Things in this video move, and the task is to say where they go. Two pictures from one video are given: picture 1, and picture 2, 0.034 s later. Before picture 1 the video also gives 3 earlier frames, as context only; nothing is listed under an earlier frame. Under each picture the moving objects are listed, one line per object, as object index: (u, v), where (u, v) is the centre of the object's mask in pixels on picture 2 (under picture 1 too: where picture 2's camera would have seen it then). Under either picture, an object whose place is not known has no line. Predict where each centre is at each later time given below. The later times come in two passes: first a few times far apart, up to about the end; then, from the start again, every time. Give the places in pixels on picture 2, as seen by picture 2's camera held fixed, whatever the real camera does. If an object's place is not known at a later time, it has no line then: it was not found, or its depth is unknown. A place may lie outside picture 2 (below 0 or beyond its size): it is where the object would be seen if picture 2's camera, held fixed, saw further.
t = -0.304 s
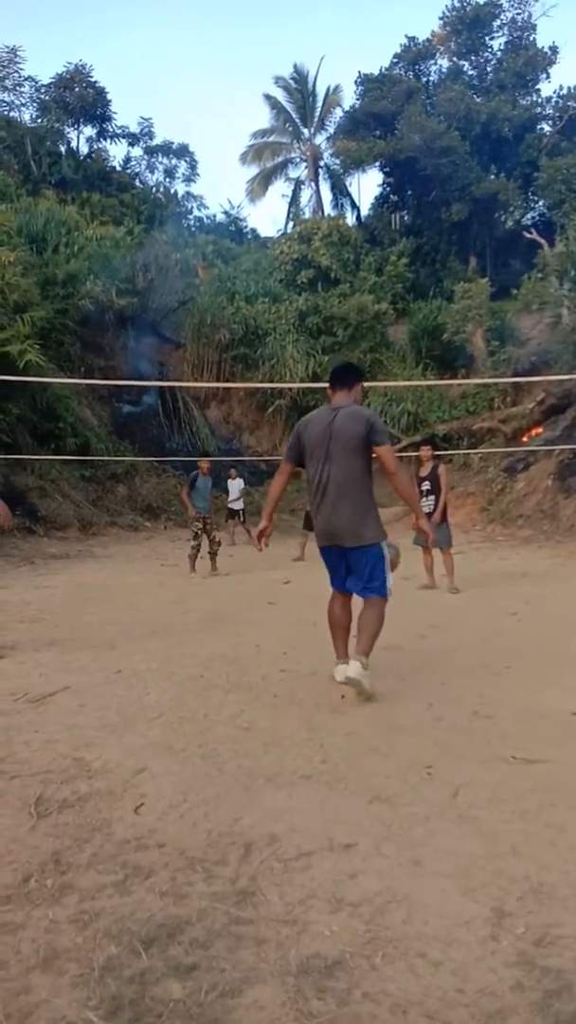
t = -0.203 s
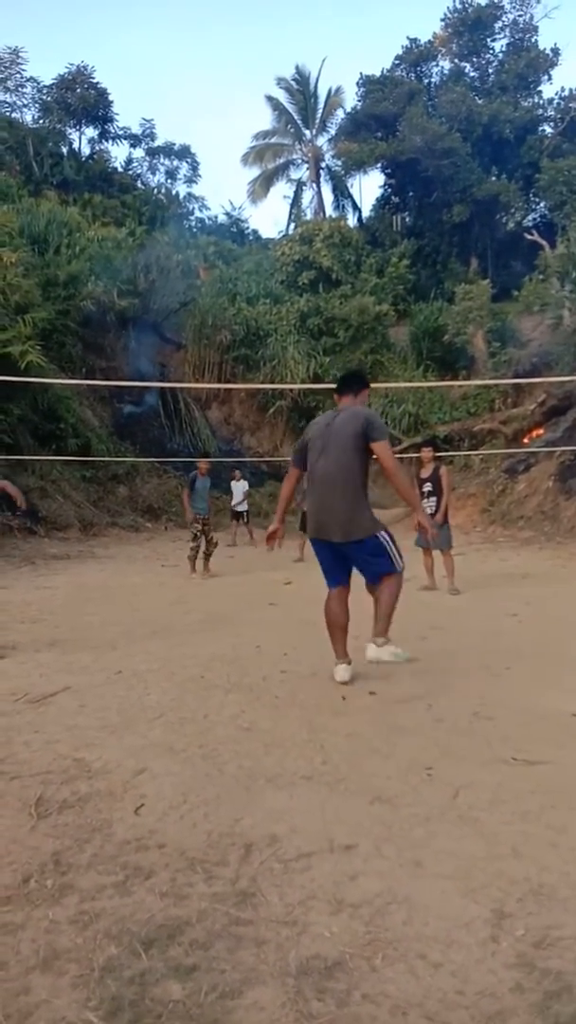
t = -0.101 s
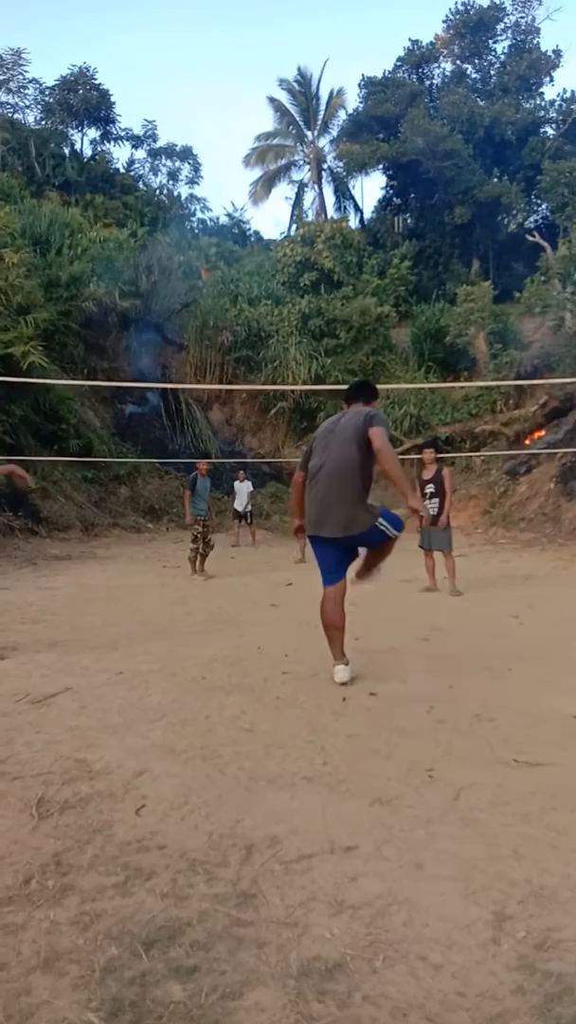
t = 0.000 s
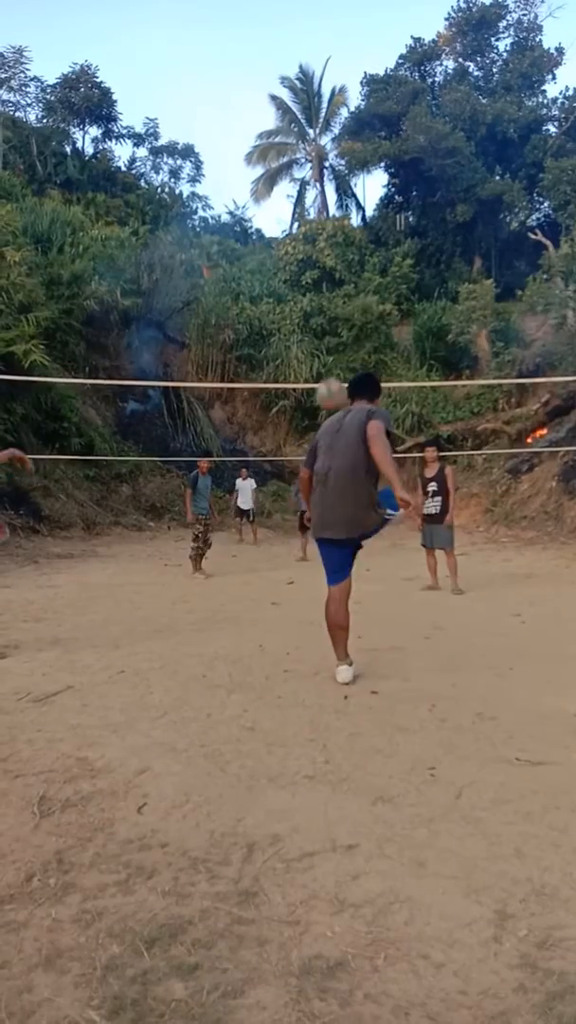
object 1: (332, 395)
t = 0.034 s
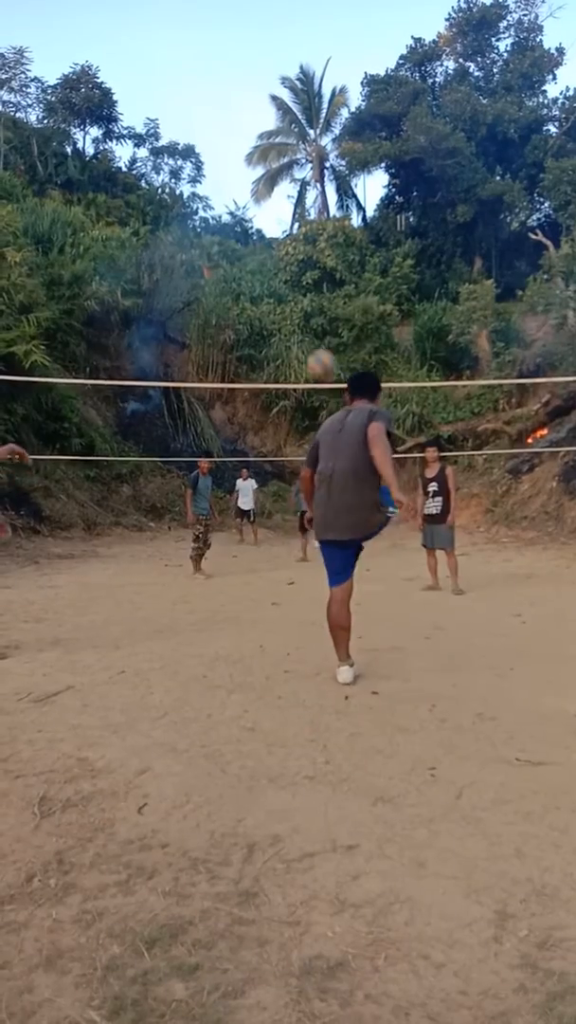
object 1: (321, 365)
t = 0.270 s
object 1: (265, 241)
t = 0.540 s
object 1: (218, 207)
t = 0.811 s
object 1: (183, 239)
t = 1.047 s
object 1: (162, 304)
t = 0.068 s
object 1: (313, 339)
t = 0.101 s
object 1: (302, 317)
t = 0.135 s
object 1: (294, 296)
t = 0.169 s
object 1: (287, 279)
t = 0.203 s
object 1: (279, 265)
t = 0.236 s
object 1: (271, 251)
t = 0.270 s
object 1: (265, 241)
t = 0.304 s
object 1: (258, 231)
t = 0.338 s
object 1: (251, 223)
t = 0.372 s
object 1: (244, 217)
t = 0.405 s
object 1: (239, 213)
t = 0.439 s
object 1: (233, 210)
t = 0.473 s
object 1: (228, 208)
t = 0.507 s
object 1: (223, 207)
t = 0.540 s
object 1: (218, 207)
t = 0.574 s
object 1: (213, 208)
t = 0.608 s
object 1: (209, 209)
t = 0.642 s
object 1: (204, 212)
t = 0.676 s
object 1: (200, 217)
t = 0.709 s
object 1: (195, 220)
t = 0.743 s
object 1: (192, 225)
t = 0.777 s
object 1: (188, 232)
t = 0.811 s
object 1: (183, 239)
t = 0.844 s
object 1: (181, 246)
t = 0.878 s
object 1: (177, 254)
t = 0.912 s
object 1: (174, 262)
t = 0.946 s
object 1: (171, 272)
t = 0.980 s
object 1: (166, 281)
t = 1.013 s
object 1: (163, 291)
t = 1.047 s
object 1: (162, 304)
